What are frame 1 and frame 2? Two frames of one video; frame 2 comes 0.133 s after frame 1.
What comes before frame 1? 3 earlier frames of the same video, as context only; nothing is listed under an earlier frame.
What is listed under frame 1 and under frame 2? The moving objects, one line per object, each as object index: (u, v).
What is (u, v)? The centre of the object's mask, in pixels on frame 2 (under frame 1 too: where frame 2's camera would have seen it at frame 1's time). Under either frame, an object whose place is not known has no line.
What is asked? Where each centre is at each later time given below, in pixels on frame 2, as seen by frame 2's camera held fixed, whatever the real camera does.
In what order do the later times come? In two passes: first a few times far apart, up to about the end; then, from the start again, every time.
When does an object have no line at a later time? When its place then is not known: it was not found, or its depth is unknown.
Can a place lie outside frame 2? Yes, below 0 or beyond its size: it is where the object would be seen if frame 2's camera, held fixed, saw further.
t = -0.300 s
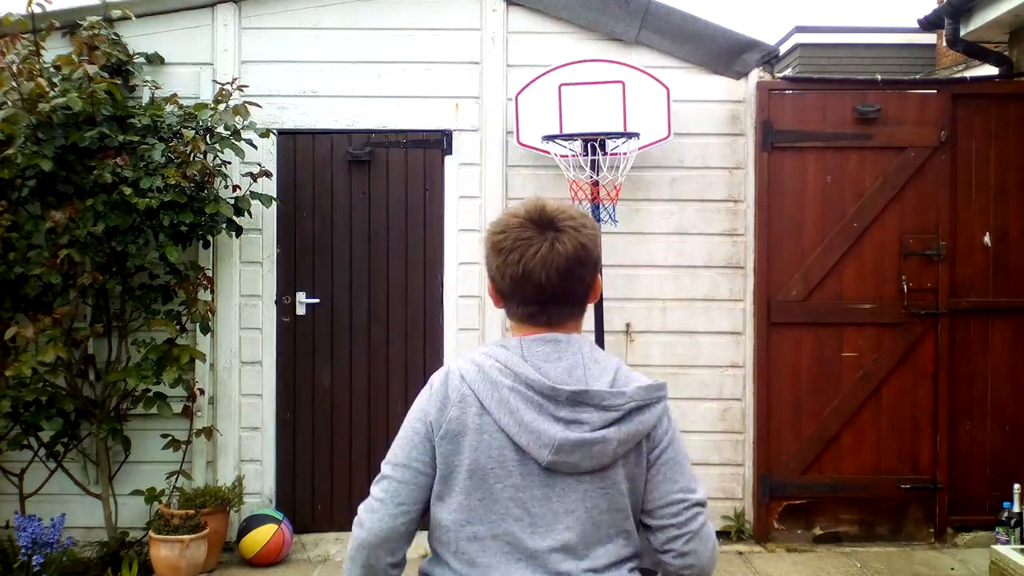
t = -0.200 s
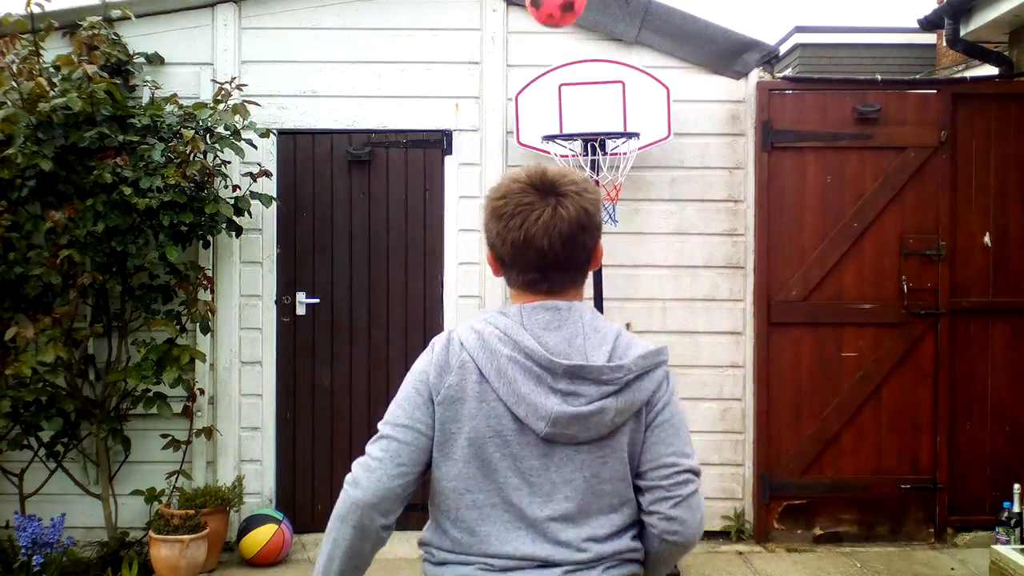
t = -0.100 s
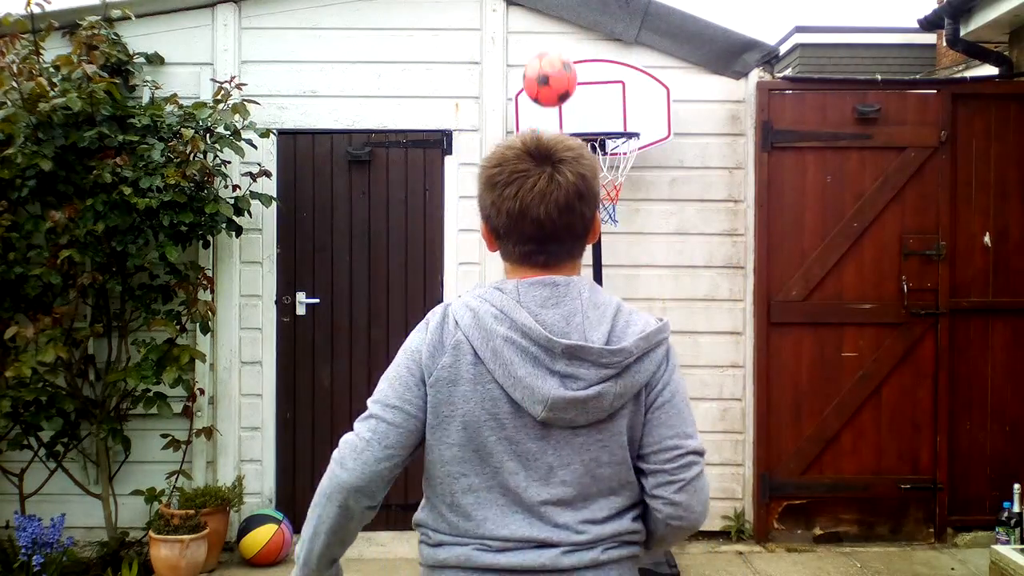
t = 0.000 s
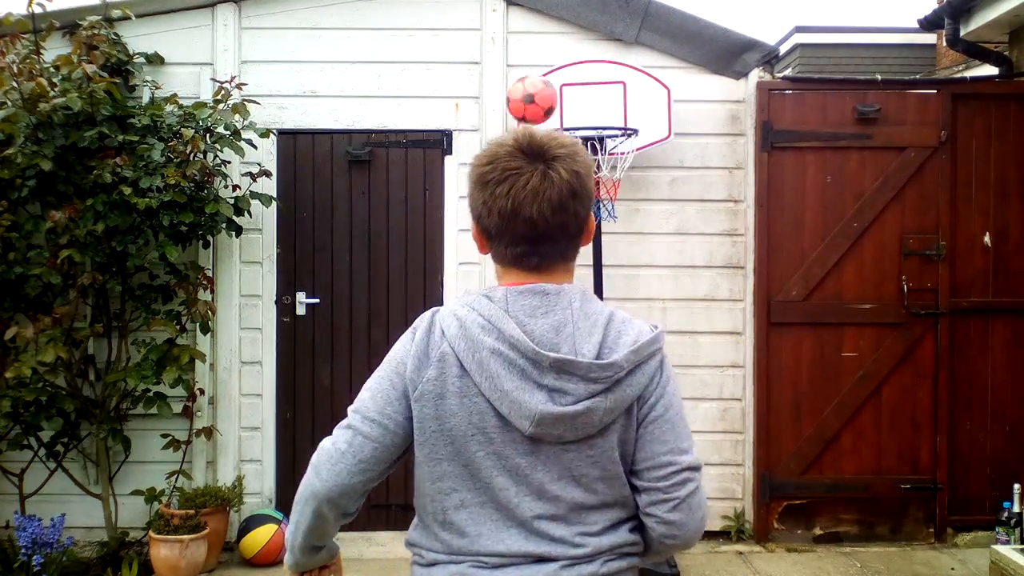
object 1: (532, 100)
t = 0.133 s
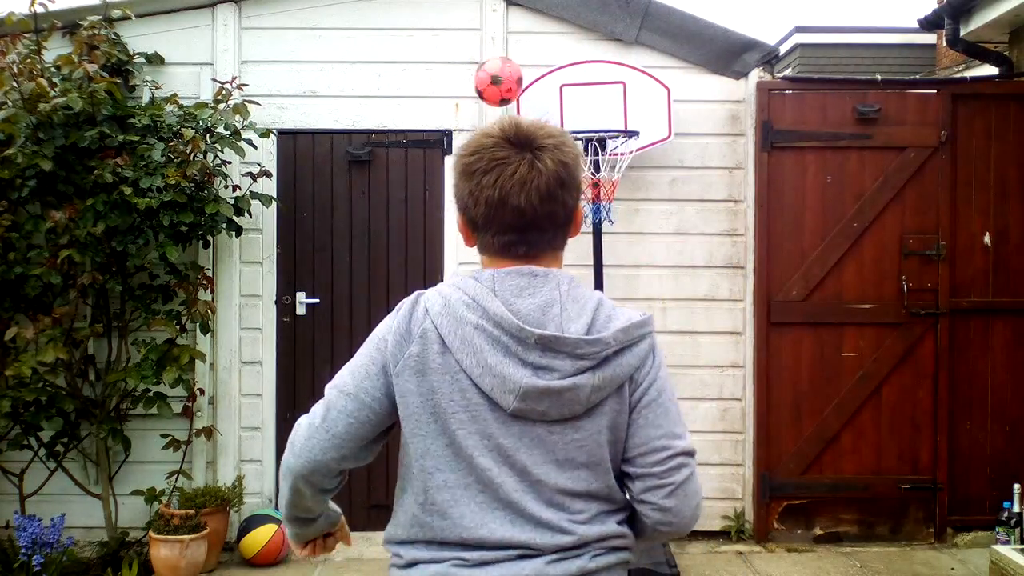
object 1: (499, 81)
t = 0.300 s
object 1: (458, 111)
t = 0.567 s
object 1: (412, 247)
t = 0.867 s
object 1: (355, 531)
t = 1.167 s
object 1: (283, 307)
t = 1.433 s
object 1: (211, 279)
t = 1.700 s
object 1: (129, 460)
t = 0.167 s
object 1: (490, 83)
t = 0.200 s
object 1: (482, 85)
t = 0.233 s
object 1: (473, 90)
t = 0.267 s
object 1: (465, 98)
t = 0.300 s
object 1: (458, 111)
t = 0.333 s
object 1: (451, 126)
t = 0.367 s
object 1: (444, 142)
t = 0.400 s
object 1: (438, 152)
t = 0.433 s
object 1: (433, 166)
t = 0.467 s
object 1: (427, 182)
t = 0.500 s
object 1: (421, 201)
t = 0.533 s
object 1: (416, 222)
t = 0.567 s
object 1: (412, 247)
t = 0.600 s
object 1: (403, 276)
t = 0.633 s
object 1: (397, 308)
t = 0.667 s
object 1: (391, 342)
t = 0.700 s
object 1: (388, 380)
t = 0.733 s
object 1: (387, 415)
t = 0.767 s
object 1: (388, 464)
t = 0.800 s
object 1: (368, 513)
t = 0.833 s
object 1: (361, 558)
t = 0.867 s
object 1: (355, 531)
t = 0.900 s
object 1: (348, 499)
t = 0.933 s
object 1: (339, 466)
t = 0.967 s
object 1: (331, 436)
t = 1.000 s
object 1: (323, 409)
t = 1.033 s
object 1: (316, 384)
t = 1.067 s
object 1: (307, 362)
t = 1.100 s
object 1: (300, 342)
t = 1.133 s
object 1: (291, 323)
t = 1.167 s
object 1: (283, 307)
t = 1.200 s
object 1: (274, 294)
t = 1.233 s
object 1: (265, 284)
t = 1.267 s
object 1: (257, 277)
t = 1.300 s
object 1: (248, 271)
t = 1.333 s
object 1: (238, 269)
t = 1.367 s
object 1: (229, 269)
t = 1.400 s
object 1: (220, 273)
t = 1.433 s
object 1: (211, 279)
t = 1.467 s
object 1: (201, 290)
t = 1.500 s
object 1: (191, 303)
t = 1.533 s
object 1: (181, 319)
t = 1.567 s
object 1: (171, 339)
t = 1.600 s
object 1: (160, 363)
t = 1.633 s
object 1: (150, 392)
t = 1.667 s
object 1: (140, 424)
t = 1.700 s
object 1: (129, 460)
